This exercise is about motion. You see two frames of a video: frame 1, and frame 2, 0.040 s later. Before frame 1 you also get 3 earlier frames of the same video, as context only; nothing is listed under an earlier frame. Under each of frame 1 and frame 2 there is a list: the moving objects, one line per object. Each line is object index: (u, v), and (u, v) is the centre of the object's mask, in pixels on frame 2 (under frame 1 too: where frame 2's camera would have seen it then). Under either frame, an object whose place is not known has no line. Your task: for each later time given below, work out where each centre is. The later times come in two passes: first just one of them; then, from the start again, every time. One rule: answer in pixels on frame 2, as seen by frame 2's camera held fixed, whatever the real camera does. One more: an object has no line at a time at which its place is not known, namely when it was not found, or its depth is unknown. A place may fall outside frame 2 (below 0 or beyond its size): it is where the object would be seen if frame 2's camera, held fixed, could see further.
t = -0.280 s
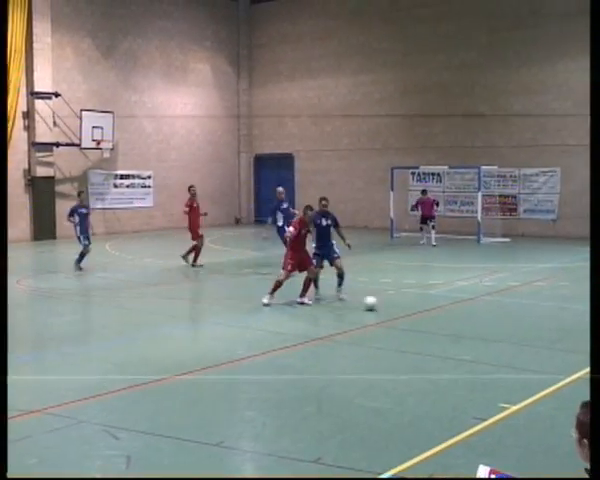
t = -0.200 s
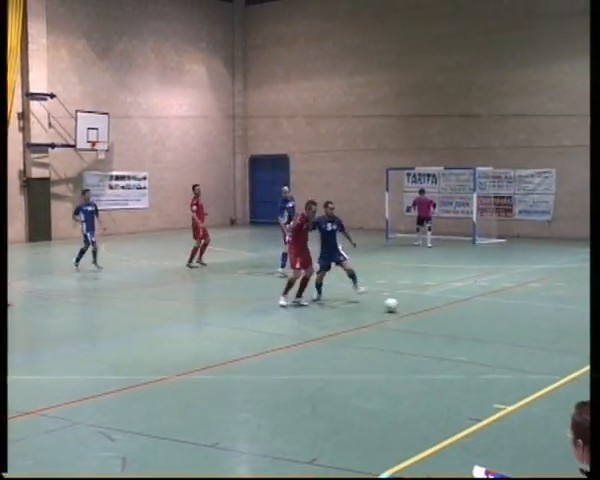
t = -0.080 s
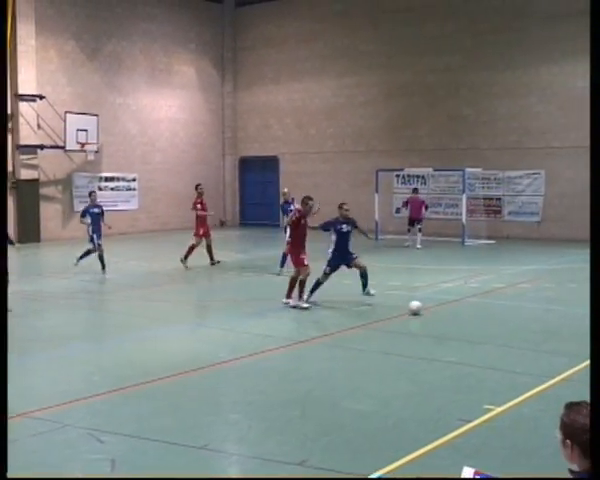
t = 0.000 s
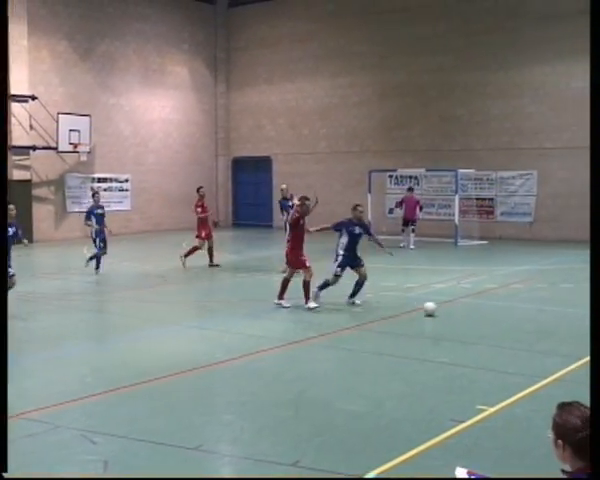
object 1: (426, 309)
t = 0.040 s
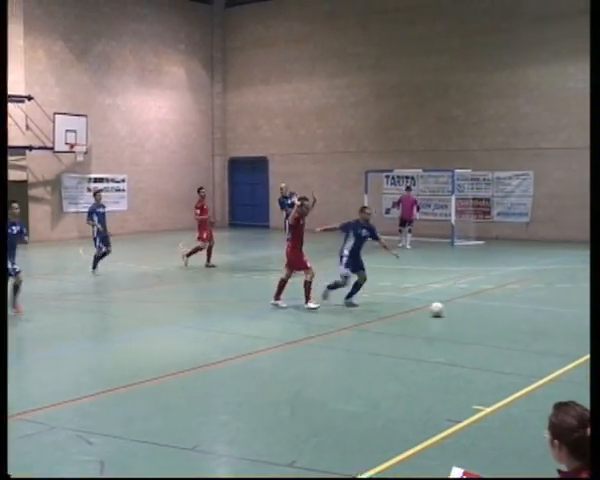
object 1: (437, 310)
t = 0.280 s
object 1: (499, 311)
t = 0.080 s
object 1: (447, 310)
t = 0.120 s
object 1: (457, 310)
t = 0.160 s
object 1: (468, 310)
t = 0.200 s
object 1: (478, 310)
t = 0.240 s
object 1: (488, 310)
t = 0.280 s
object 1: (499, 311)
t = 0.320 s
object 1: (509, 312)
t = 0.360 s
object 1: (520, 311)
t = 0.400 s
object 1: (530, 312)
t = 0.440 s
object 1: (541, 312)
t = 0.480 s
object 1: (551, 312)
